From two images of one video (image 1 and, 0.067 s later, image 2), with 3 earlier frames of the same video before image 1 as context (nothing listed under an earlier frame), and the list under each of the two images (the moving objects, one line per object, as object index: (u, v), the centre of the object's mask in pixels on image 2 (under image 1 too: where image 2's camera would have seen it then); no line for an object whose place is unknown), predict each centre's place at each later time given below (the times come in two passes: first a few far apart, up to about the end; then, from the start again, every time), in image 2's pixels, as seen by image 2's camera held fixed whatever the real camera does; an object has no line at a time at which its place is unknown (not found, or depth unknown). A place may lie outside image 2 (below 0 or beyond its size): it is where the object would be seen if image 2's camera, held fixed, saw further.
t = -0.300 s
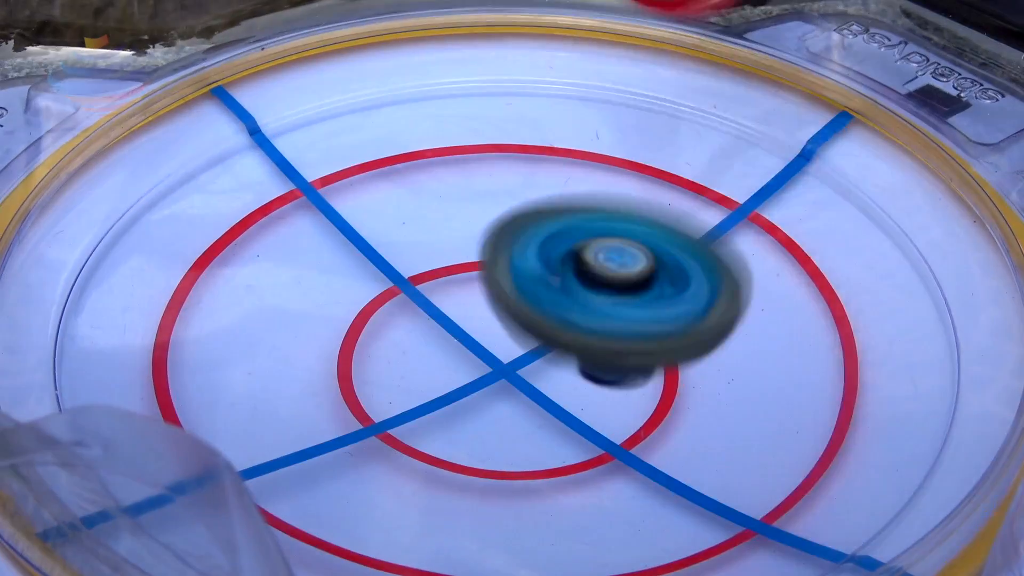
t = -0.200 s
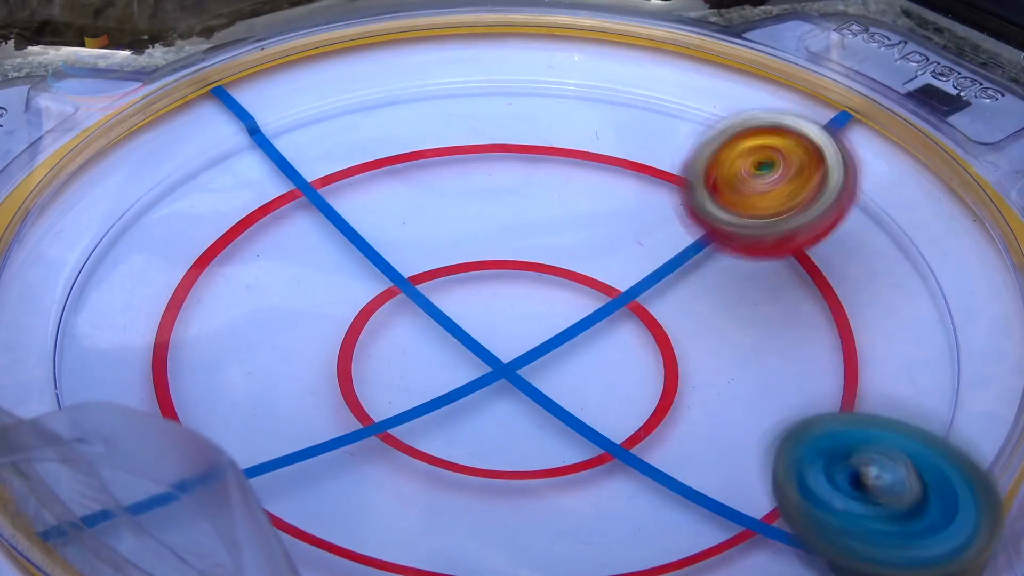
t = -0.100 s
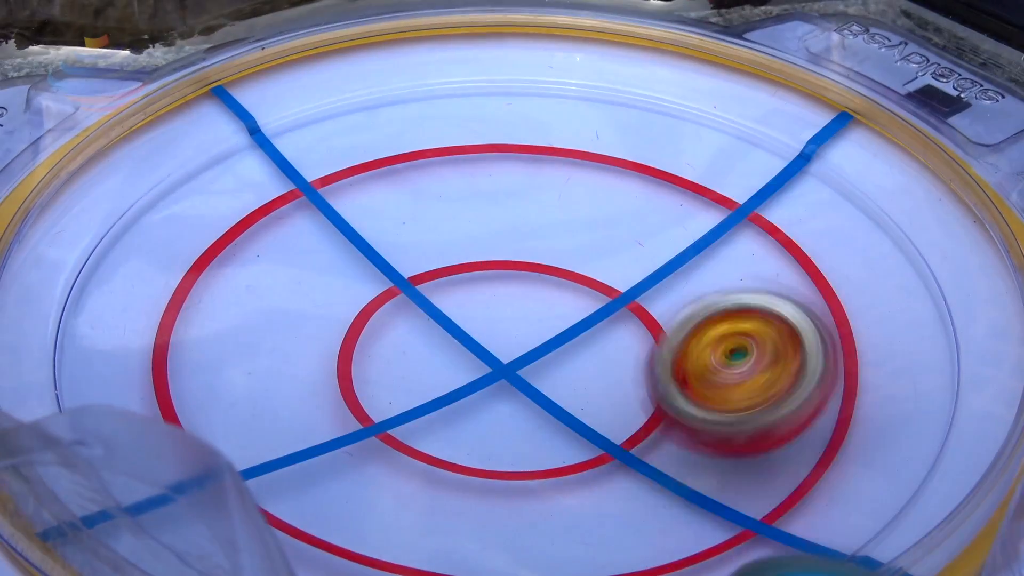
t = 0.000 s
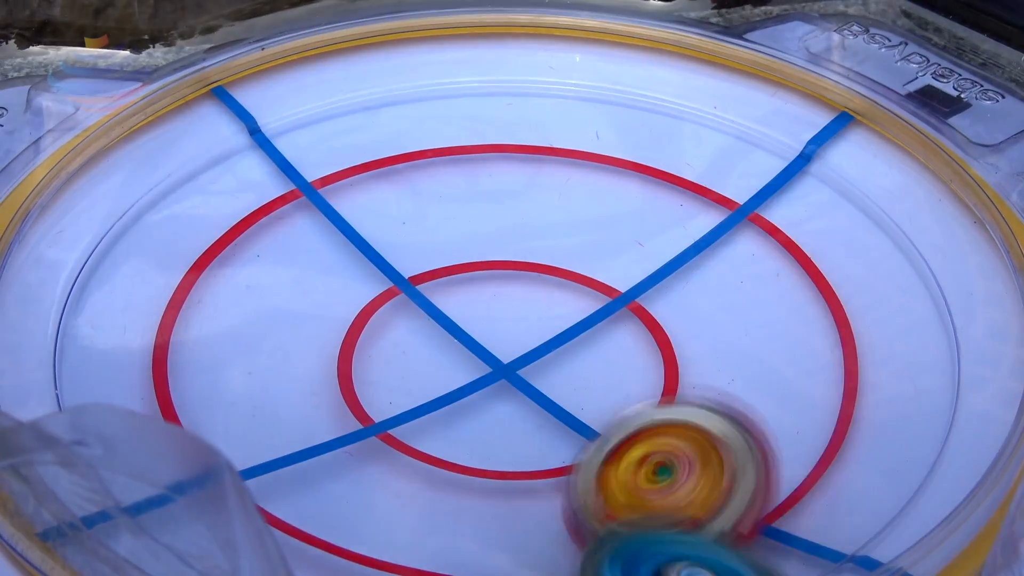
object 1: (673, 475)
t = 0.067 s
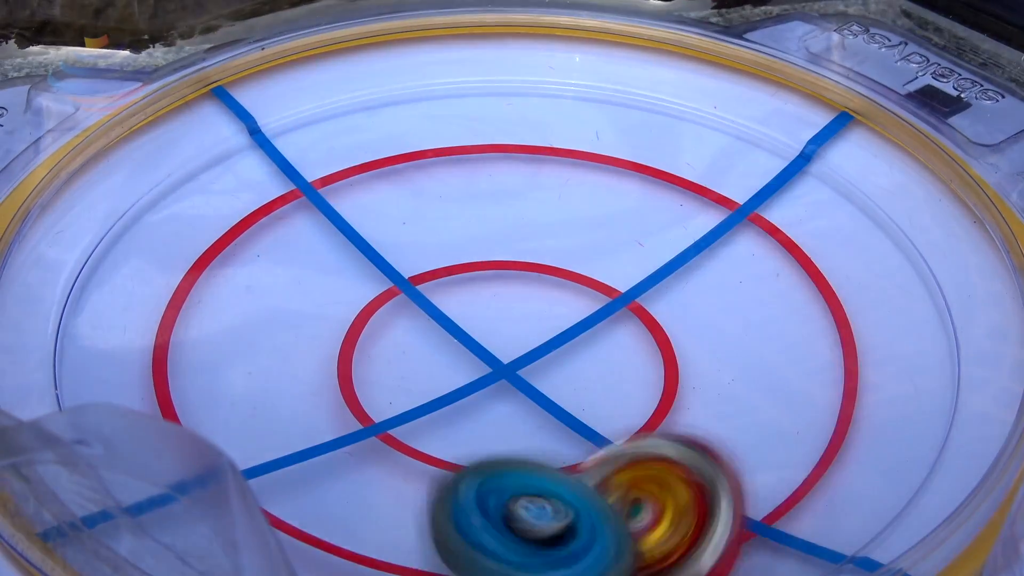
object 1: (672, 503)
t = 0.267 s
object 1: (866, 375)
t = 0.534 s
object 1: (617, 272)
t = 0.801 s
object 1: (221, 326)
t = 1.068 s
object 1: (153, 396)
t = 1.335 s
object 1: (336, 370)
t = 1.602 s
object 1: (437, 216)
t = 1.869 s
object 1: (397, 128)
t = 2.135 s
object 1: (372, 161)
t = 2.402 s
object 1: (489, 110)
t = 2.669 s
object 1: (558, 80)
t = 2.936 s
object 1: (596, 313)
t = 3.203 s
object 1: (685, 437)
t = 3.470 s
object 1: (650, 430)
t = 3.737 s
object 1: (464, 380)
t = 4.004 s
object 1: (319, 304)
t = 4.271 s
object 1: (246, 219)
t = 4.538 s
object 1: (272, 146)
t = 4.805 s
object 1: (388, 92)
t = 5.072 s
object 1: (512, 146)
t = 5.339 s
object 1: (643, 273)
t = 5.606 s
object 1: (670, 397)
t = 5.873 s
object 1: (602, 445)
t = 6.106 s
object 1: (510, 399)
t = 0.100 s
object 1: (711, 500)
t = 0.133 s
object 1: (763, 472)
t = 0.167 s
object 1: (807, 457)
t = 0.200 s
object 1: (839, 424)
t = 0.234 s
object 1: (857, 401)
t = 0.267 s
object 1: (866, 375)
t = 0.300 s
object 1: (863, 353)
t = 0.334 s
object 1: (850, 329)
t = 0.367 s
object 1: (828, 312)
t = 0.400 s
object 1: (798, 296)
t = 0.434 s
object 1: (761, 285)
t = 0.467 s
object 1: (717, 279)
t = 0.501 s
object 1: (670, 274)
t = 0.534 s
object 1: (617, 272)
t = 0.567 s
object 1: (566, 274)
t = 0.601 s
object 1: (511, 275)
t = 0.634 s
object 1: (457, 277)
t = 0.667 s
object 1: (403, 284)
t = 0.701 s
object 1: (355, 297)
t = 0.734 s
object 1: (307, 305)
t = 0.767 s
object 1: (262, 316)
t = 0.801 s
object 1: (221, 326)
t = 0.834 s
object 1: (186, 335)
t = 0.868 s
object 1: (152, 350)
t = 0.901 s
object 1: (128, 356)
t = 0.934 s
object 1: (107, 363)
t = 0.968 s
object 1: (95, 370)
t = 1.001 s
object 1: (102, 378)
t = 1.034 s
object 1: (118, 382)
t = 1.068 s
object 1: (153, 396)
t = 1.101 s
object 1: (181, 402)
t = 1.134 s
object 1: (206, 405)
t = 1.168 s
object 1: (222, 406)
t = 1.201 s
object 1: (246, 410)
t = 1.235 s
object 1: (264, 405)
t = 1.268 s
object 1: (291, 401)
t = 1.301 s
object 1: (312, 387)
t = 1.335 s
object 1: (336, 370)
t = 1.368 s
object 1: (358, 354)
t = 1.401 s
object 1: (377, 338)
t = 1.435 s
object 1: (397, 319)
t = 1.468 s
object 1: (411, 298)
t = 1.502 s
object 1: (421, 274)
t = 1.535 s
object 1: (430, 251)
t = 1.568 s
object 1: (434, 234)
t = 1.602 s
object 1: (437, 216)
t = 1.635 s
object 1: (439, 197)
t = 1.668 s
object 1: (437, 182)
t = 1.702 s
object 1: (432, 169)
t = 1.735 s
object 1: (427, 155)
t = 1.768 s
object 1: (421, 149)
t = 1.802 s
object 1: (412, 140)
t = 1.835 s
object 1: (402, 136)
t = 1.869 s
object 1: (397, 128)
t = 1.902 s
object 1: (389, 132)
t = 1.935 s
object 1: (381, 133)
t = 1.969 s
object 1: (376, 135)
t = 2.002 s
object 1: (373, 139)
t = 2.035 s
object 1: (370, 144)
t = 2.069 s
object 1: (370, 151)
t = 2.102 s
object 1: (368, 155)
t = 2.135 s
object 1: (372, 161)
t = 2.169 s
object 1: (376, 171)
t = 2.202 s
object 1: (384, 183)
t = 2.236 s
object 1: (392, 192)
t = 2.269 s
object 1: (402, 193)
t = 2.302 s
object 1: (414, 187)
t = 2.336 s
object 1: (439, 162)
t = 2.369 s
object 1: (465, 137)
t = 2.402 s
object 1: (489, 110)
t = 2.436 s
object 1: (511, 85)
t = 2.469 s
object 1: (525, 64)
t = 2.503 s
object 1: (539, 52)
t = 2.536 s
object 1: (549, 46)
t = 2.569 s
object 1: (554, 46)
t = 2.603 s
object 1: (559, 52)
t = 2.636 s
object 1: (557, 65)
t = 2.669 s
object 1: (558, 80)
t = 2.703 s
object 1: (556, 107)
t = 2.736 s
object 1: (558, 129)
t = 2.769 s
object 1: (559, 159)
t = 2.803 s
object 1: (565, 191)
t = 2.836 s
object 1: (571, 224)
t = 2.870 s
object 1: (579, 248)
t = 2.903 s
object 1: (588, 279)
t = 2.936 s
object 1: (596, 313)
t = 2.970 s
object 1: (607, 329)
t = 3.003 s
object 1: (613, 361)
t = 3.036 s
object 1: (625, 380)
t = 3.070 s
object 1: (639, 398)
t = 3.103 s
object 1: (653, 412)
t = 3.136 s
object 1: (665, 426)
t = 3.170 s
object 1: (675, 431)
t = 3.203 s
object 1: (685, 437)
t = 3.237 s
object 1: (695, 441)
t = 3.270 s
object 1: (697, 440)
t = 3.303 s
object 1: (700, 441)
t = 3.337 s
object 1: (701, 441)
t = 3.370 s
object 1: (692, 438)
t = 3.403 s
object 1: (683, 433)
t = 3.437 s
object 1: (669, 433)
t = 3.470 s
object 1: (650, 430)
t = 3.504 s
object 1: (630, 425)
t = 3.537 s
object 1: (606, 421)
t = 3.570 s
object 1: (582, 415)
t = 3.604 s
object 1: (557, 405)
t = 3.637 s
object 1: (530, 405)
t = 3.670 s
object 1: (508, 392)
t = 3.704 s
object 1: (484, 385)
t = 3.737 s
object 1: (464, 380)
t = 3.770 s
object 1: (443, 368)
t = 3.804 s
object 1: (423, 362)
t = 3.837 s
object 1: (405, 350)
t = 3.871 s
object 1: (386, 340)
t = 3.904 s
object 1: (370, 333)
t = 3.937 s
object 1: (351, 320)
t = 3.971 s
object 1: (334, 311)
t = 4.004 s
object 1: (319, 304)
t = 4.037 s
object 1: (303, 290)
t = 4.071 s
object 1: (288, 284)
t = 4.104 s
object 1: (278, 273)
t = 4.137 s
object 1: (270, 261)
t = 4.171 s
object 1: (260, 253)
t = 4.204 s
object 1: (255, 239)
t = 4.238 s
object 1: (250, 233)
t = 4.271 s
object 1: (246, 219)
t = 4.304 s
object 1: (242, 209)
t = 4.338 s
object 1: (240, 199)
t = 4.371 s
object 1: (243, 191)
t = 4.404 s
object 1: (245, 180)
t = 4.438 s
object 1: (251, 173)
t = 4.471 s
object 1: (258, 166)
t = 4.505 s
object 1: (260, 154)
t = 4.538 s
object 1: (272, 146)
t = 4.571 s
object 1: (284, 139)
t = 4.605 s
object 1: (296, 133)
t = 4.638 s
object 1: (312, 124)
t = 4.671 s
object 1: (327, 116)
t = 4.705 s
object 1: (341, 110)
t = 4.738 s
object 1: (357, 101)
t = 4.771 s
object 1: (375, 94)
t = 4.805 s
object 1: (388, 92)
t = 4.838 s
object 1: (400, 92)
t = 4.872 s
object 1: (412, 94)
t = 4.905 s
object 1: (423, 98)
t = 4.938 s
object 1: (439, 105)
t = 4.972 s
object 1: (453, 115)
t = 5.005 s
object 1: (473, 122)
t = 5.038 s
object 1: (492, 133)
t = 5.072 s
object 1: (512, 146)
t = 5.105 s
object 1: (530, 159)
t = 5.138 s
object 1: (547, 173)
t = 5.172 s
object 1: (564, 190)
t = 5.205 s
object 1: (585, 207)
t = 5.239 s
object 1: (600, 224)
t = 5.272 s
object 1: (614, 241)
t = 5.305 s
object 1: (628, 257)
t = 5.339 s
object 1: (643, 273)
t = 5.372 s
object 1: (653, 290)
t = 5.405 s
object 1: (660, 306)
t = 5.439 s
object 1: (666, 322)
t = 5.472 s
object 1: (670, 340)
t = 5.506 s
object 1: (673, 357)
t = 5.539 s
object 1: (672, 372)
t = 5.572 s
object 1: (672, 386)
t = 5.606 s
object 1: (670, 397)
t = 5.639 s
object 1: (666, 409)
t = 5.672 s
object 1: (662, 420)
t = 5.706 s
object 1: (654, 431)
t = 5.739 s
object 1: (645, 438)
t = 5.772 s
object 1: (635, 441)
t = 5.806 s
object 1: (626, 443)
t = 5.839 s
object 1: (615, 443)
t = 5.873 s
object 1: (602, 445)
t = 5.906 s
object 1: (589, 440)
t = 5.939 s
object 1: (576, 437)
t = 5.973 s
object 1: (564, 433)
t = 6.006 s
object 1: (553, 426)
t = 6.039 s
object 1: (540, 420)
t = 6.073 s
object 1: (524, 411)
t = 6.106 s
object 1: (510, 399)
